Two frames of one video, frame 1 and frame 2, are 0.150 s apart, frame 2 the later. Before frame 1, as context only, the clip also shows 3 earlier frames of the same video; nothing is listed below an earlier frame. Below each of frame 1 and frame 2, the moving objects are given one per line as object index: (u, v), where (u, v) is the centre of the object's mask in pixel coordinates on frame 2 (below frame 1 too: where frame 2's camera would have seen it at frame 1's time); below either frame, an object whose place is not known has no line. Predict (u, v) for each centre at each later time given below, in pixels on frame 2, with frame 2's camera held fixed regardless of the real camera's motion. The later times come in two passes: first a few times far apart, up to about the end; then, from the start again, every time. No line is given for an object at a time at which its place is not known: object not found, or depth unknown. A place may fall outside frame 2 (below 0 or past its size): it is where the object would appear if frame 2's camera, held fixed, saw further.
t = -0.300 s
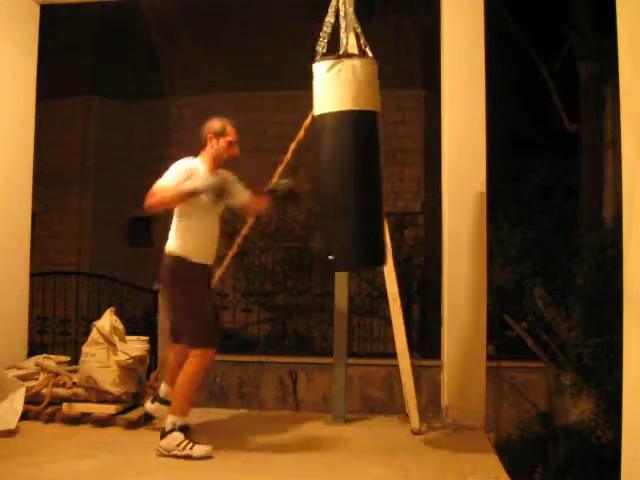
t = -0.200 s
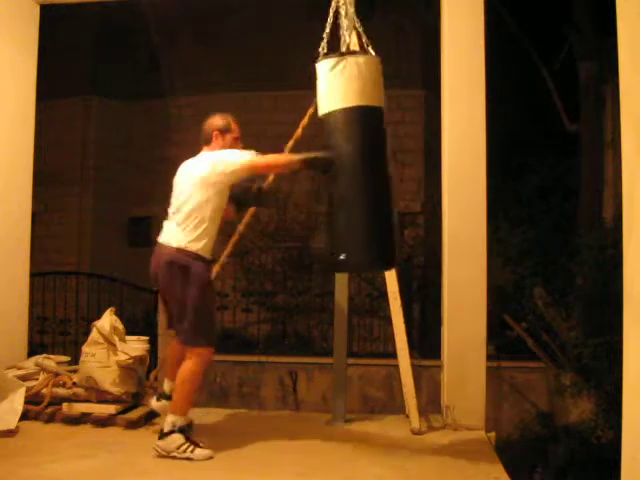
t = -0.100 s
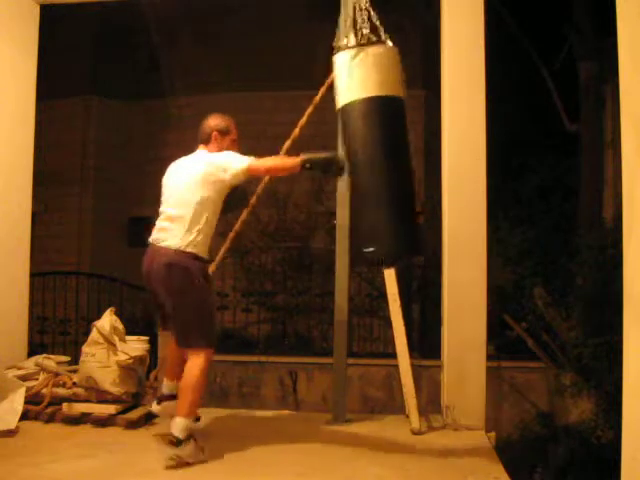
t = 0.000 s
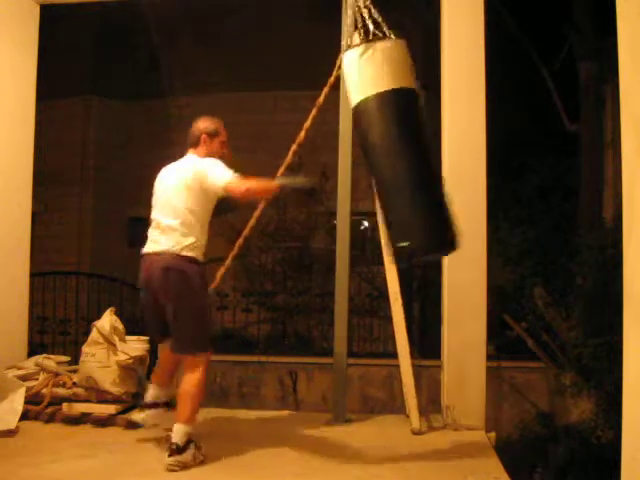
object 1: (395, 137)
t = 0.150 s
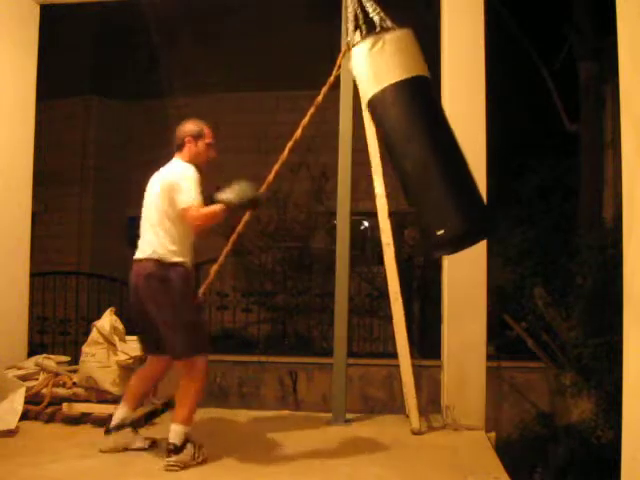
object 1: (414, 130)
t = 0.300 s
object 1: (424, 130)
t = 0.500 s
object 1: (410, 133)
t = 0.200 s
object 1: (419, 128)
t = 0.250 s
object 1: (423, 128)
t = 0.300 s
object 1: (424, 130)
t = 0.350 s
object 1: (422, 130)
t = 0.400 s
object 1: (420, 131)
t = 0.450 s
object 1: (416, 132)
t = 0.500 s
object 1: (410, 133)
